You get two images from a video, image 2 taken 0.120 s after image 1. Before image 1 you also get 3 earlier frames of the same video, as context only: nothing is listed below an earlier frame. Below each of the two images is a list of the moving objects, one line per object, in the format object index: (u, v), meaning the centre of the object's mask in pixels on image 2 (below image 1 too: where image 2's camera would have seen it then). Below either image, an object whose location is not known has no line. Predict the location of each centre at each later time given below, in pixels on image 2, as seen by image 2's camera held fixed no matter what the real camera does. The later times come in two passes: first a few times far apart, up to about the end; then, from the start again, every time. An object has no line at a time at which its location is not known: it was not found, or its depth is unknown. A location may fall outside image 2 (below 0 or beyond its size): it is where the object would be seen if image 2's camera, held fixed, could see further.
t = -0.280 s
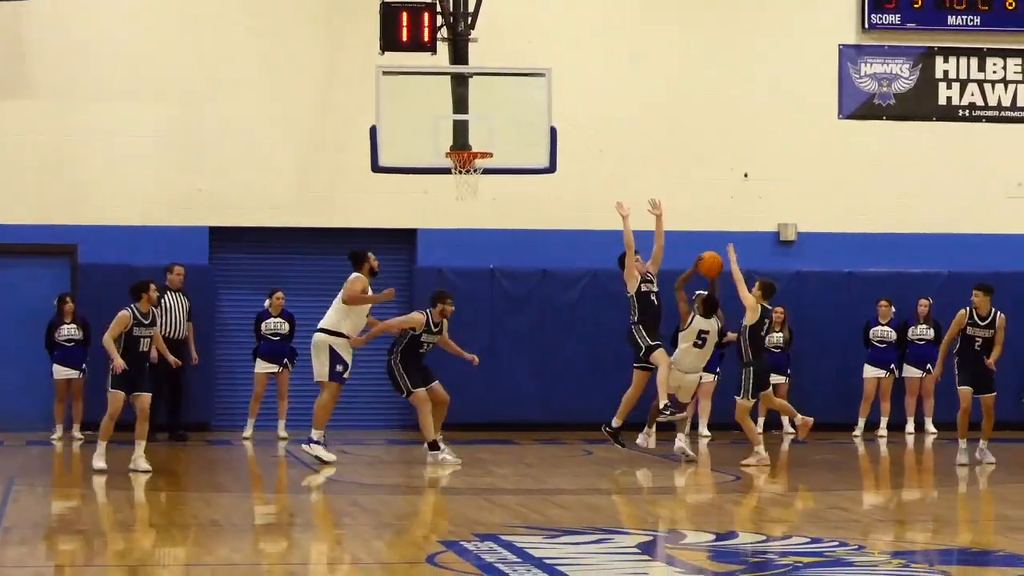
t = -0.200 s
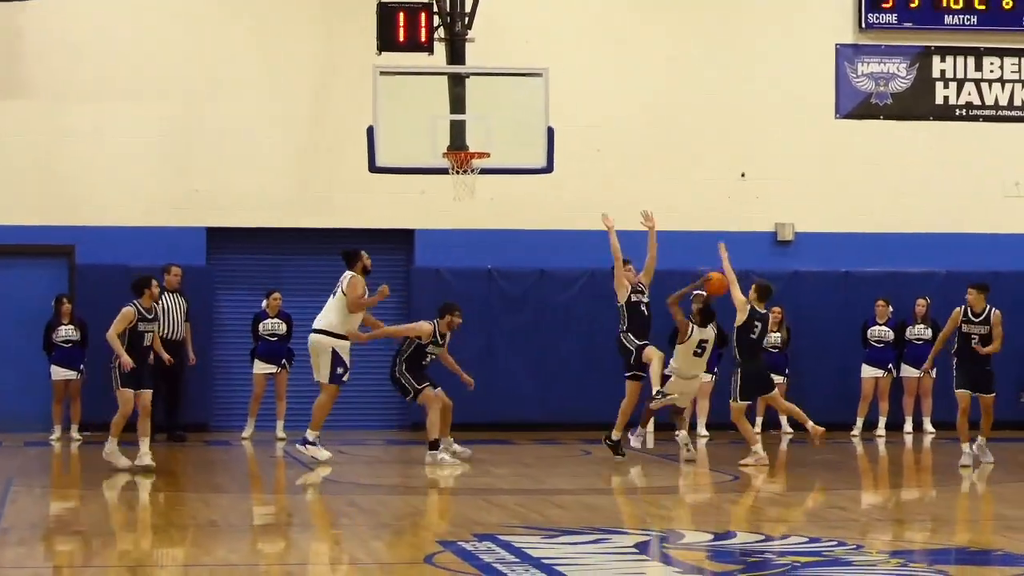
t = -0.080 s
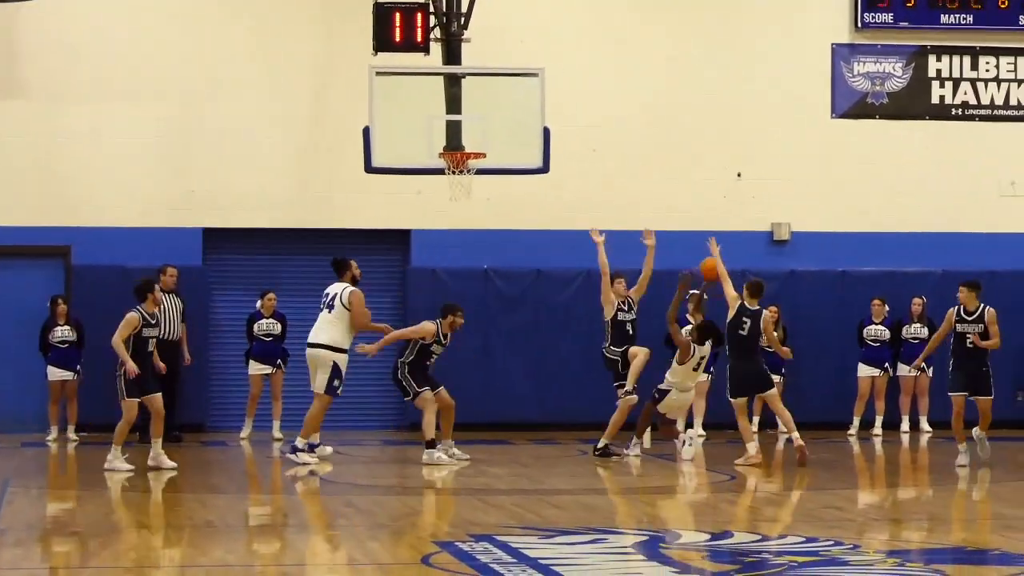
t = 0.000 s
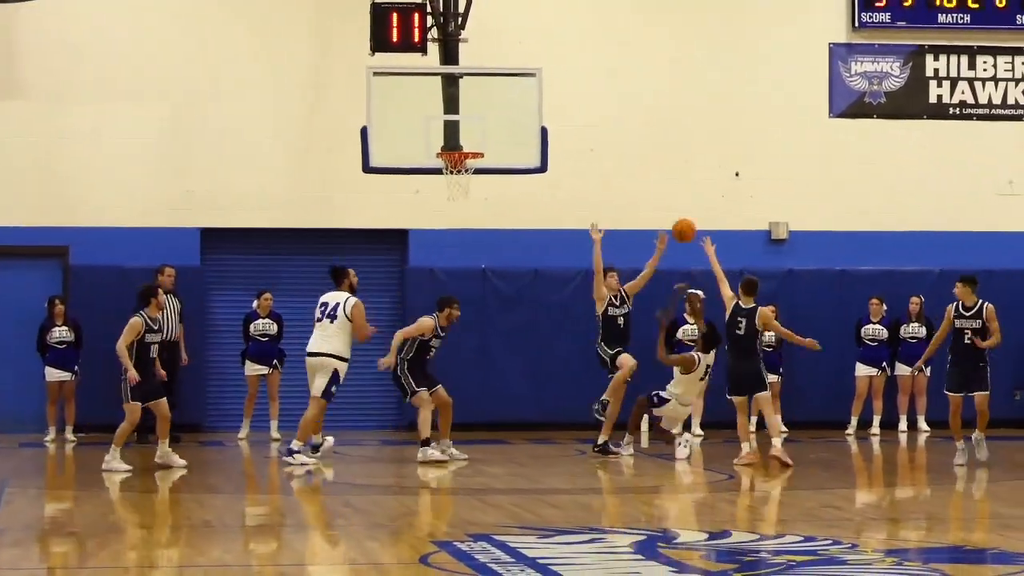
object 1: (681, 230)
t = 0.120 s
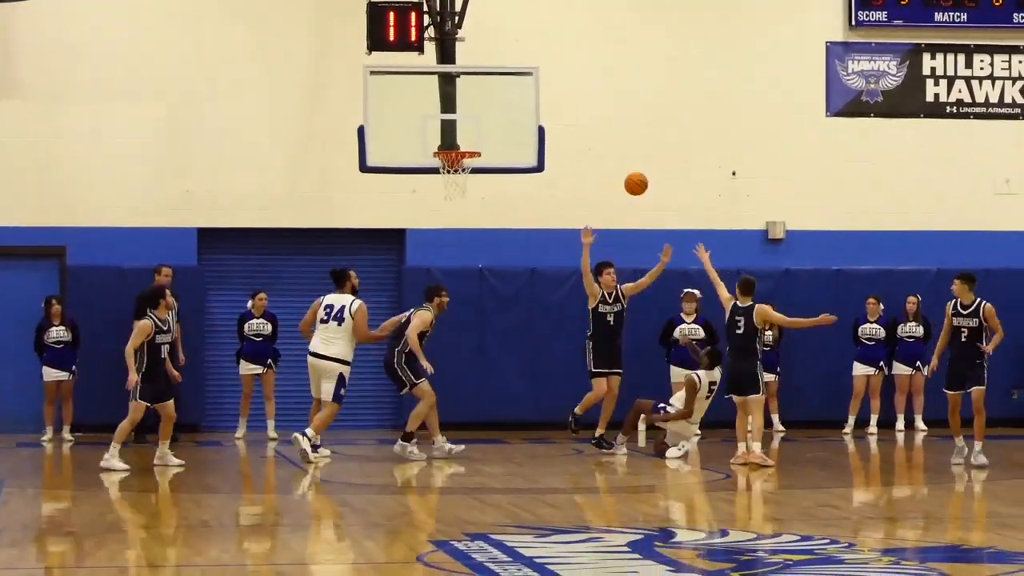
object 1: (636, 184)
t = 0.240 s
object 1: (592, 152)
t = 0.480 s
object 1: (506, 132)
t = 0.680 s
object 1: (454, 156)
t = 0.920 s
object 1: (479, 168)
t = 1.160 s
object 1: (468, 210)
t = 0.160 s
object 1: (621, 171)
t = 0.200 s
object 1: (606, 161)
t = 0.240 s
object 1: (592, 152)
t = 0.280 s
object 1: (578, 145)
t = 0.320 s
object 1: (563, 139)
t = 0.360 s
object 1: (549, 135)
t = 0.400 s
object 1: (535, 133)
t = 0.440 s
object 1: (520, 132)
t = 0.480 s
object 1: (506, 132)
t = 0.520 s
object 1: (493, 134)
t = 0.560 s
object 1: (479, 138)
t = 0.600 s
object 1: (465, 142)
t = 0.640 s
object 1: (451, 145)
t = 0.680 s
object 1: (454, 156)
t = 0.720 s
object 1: (462, 164)
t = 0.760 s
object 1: (473, 167)
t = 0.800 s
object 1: (478, 166)
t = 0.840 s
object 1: (481, 165)
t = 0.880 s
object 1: (480, 166)
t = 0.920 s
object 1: (479, 168)
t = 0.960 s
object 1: (477, 171)
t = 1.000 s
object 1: (476, 176)
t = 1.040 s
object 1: (474, 183)
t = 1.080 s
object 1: (472, 190)
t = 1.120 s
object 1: (471, 199)
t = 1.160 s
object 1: (468, 210)
